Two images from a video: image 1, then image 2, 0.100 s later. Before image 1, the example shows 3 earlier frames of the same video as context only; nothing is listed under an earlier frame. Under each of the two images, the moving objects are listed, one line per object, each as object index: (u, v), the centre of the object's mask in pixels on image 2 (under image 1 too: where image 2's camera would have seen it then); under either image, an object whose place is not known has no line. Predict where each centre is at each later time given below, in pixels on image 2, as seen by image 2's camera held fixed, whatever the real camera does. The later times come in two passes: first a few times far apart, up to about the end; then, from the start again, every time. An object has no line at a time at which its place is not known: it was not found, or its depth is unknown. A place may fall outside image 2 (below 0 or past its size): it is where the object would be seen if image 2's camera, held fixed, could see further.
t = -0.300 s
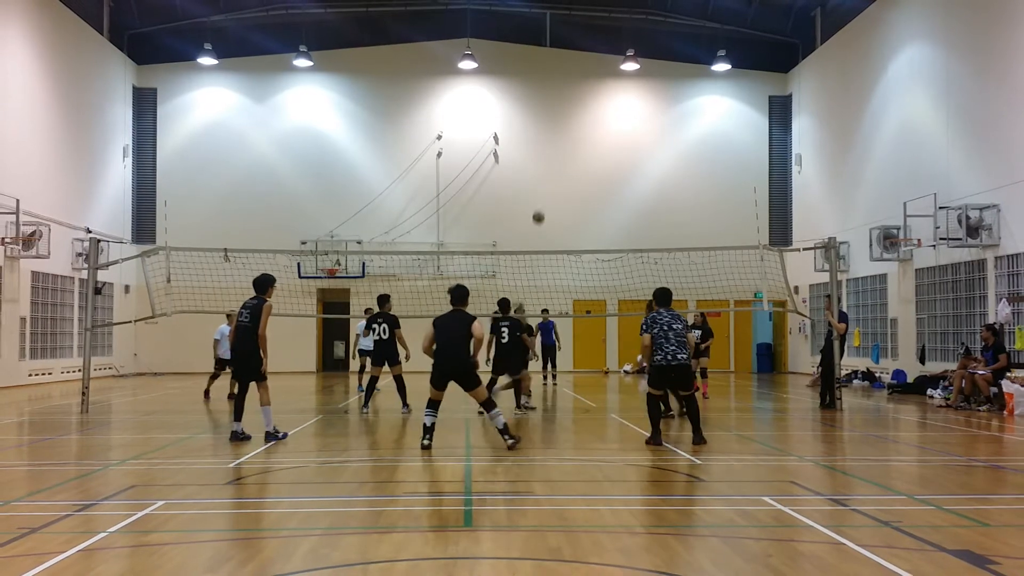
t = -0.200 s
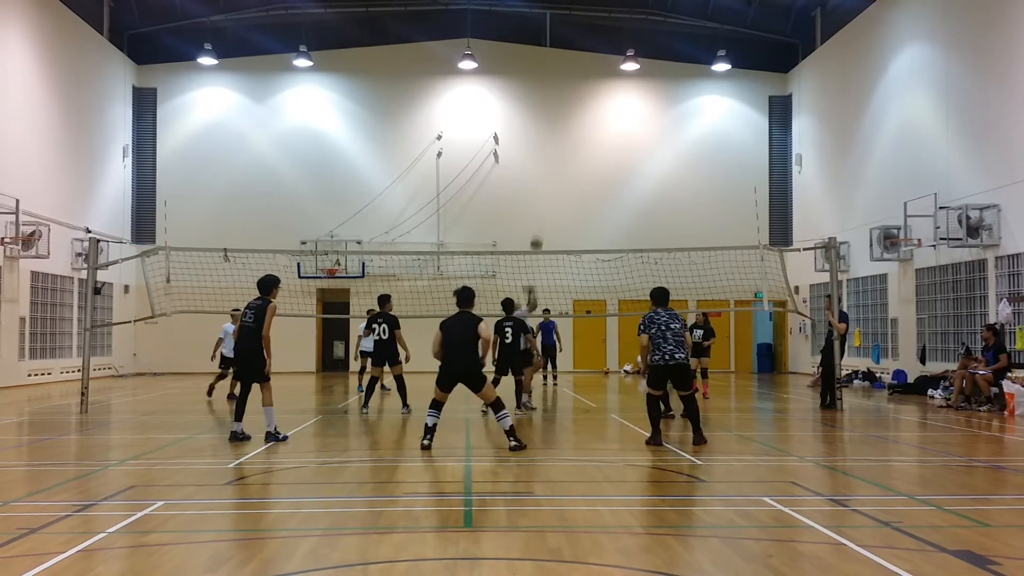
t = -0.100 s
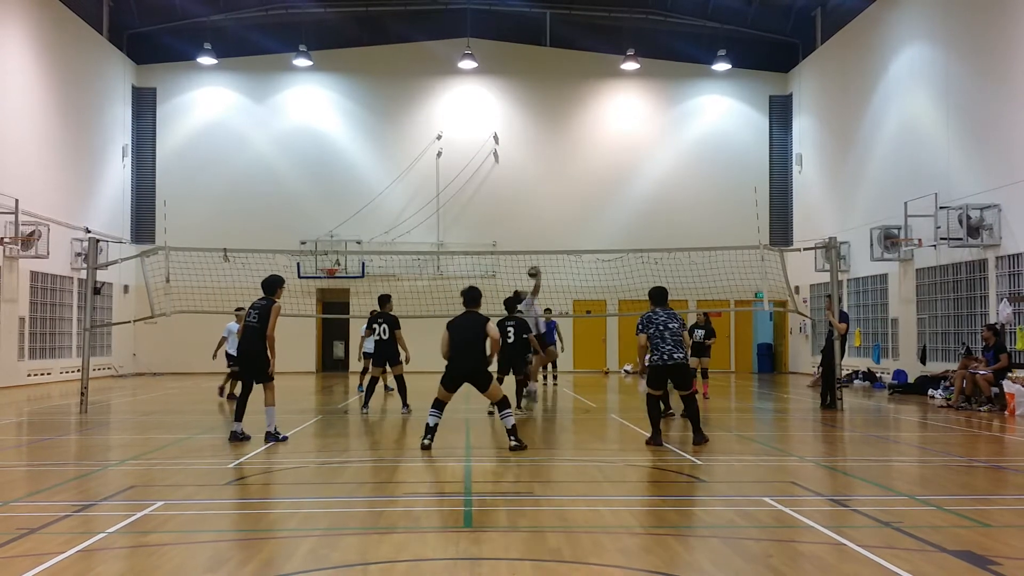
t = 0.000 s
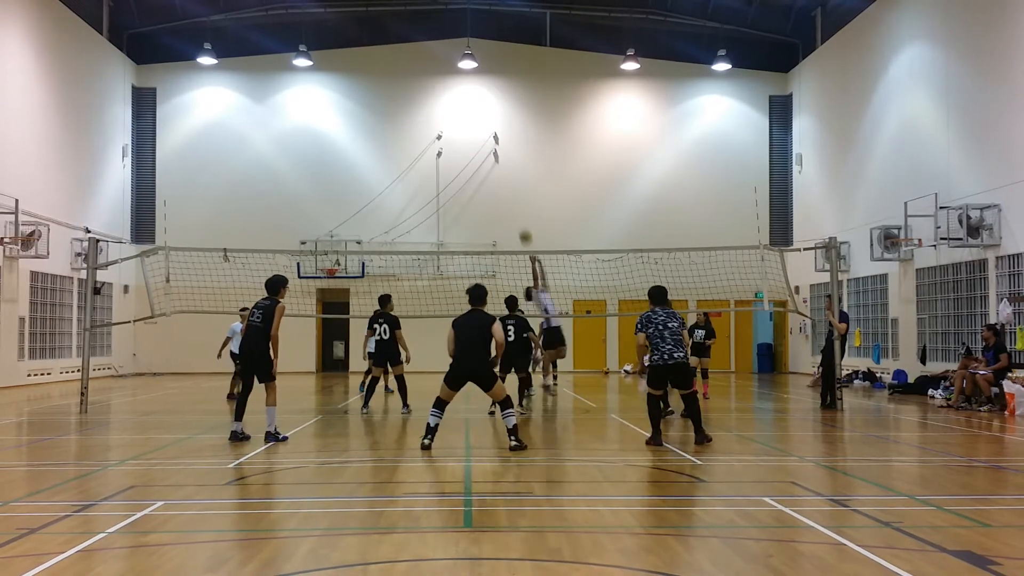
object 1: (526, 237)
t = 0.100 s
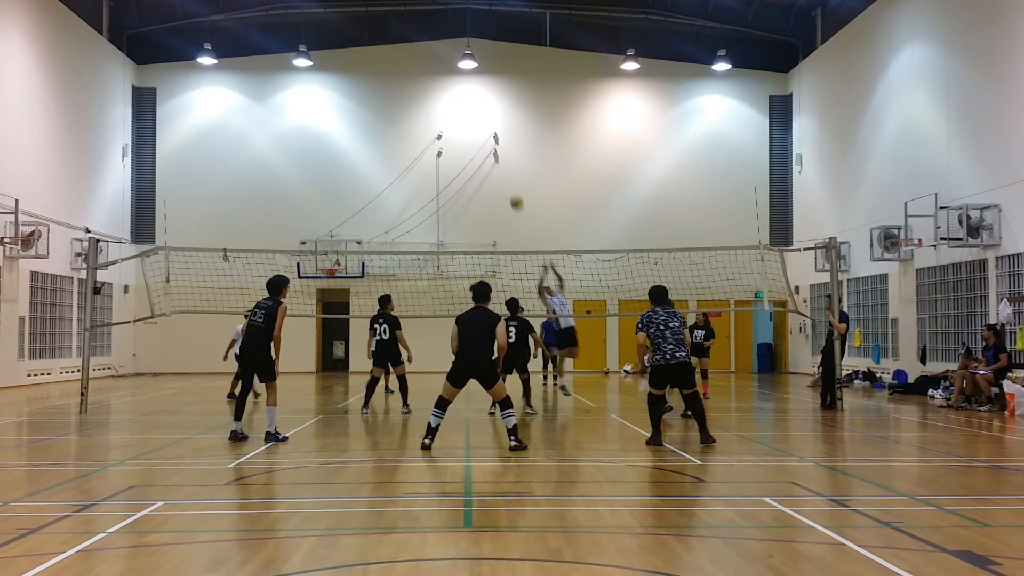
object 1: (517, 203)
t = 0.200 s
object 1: (508, 176)
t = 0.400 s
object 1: (492, 141)
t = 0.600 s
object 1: (476, 132)
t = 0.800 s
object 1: (460, 146)
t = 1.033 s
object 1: (444, 191)
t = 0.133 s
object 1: (514, 193)
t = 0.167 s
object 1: (511, 184)
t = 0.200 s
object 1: (508, 176)
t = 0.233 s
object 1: (505, 168)
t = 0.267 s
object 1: (503, 162)
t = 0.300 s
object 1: (500, 155)
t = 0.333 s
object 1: (497, 150)
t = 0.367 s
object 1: (494, 146)
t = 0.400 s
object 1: (492, 141)
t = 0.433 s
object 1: (489, 138)
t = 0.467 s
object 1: (486, 135)
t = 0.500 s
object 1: (483, 133)
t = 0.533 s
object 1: (481, 132)
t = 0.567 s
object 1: (478, 131)
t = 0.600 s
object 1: (476, 132)
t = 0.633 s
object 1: (473, 132)
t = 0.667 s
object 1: (470, 134)
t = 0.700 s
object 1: (468, 136)
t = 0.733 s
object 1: (465, 139)
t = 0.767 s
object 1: (463, 142)
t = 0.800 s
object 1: (460, 146)
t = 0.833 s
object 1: (458, 151)
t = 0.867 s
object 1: (456, 156)
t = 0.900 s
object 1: (453, 162)
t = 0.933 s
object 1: (450, 168)
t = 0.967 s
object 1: (448, 175)
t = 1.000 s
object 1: (446, 182)
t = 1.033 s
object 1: (444, 191)
